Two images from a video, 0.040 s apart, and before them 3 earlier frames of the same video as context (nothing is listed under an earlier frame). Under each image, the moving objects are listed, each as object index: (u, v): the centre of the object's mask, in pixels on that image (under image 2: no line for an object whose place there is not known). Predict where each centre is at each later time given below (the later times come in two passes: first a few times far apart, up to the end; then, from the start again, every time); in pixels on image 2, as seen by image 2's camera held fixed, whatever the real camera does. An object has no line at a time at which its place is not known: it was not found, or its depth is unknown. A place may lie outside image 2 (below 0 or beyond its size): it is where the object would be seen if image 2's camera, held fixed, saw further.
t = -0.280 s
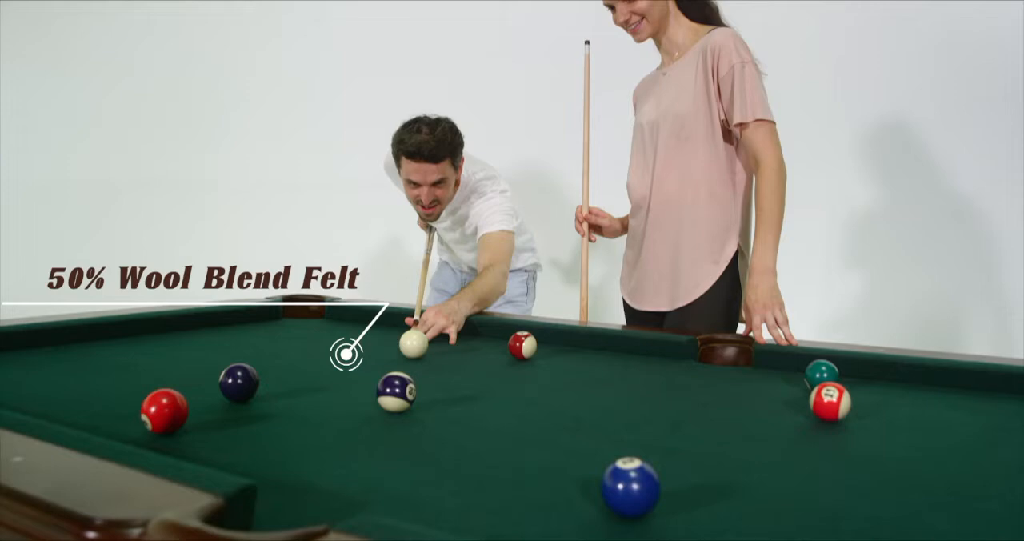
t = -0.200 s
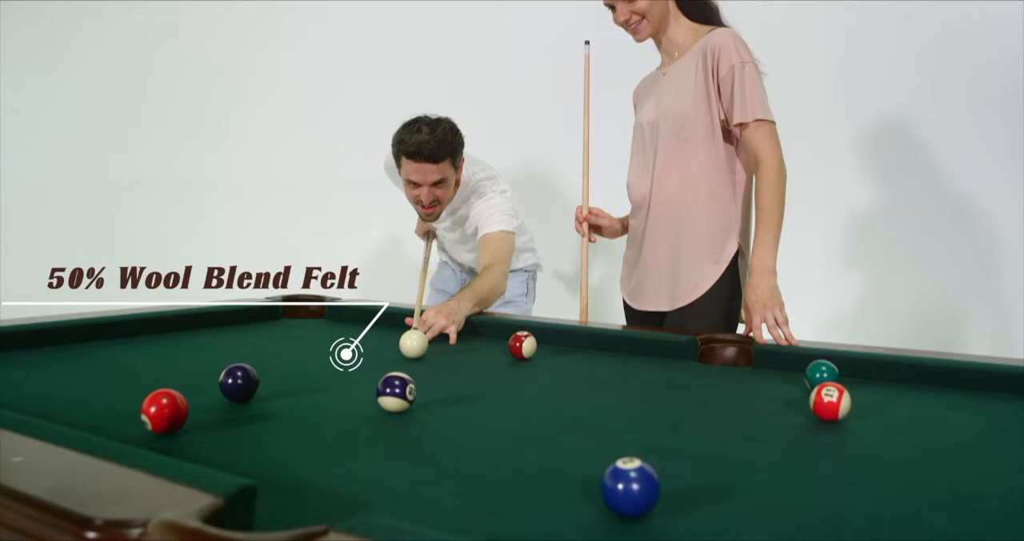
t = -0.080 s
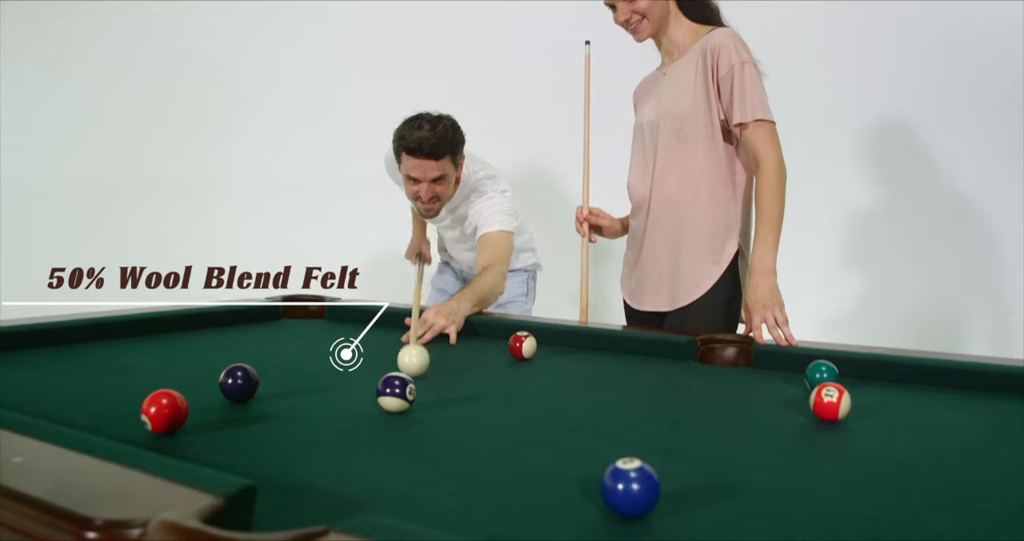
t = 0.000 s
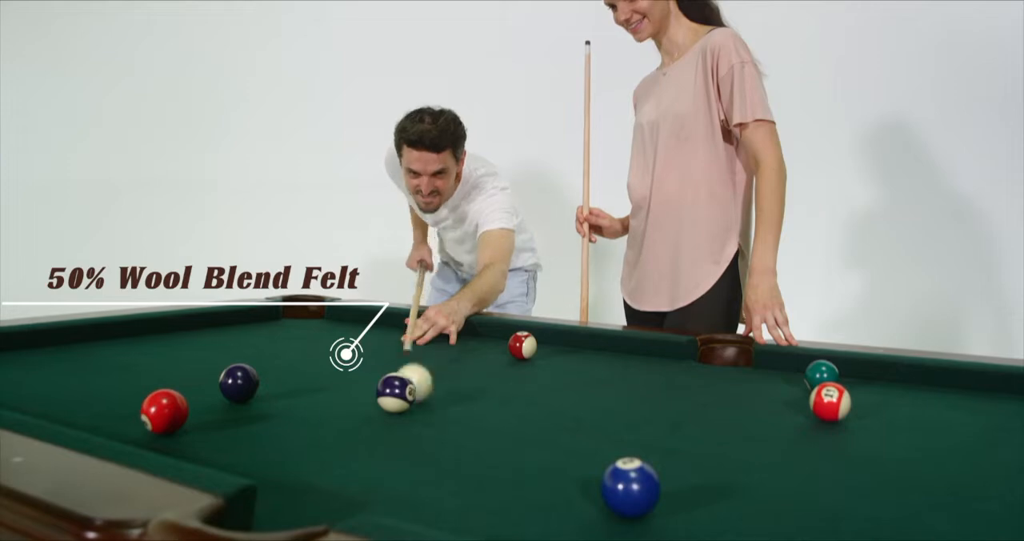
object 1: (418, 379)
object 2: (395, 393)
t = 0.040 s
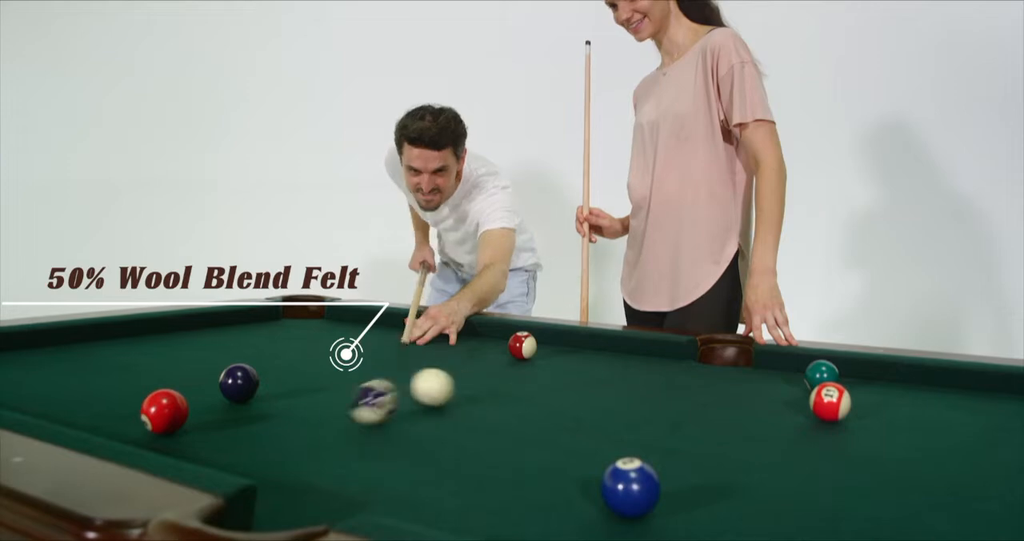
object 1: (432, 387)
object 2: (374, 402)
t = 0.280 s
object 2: (268, 461)
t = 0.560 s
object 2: (457, 430)
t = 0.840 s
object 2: (586, 407)
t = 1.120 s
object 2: (684, 390)
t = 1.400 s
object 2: (760, 376)
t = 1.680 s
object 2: (818, 358)
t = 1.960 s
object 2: (838, 367)
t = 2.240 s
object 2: (849, 374)
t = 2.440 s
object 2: (858, 377)
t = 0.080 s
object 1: (453, 389)
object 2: (346, 414)
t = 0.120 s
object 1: (473, 392)
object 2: (317, 426)
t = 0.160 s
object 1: (491, 394)
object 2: (280, 442)
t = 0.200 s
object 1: (509, 396)
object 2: (245, 455)
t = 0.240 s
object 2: (230, 459)
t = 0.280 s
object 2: (268, 461)
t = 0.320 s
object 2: (305, 456)
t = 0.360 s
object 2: (336, 452)
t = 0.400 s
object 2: (361, 445)
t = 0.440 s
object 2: (389, 441)
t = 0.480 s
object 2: (412, 438)
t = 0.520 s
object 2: (434, 435)
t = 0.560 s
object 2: (457, 430)
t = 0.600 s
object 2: (477, 427)
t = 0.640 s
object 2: (498, 423)
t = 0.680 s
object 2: (516, 420)
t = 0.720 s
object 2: (535, 417)
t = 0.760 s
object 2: (553, 413)
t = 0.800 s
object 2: (571, 411)
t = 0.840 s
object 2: (586, 407)
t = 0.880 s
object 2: (603, 404)
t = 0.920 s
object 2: (617, 403)
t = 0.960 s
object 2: (631, 400)
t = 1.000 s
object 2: (645, 397)
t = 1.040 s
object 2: (658, 395)
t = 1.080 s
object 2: (671, 392)
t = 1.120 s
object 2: (684, 390)
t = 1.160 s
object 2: (696, 389)
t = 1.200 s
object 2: (707, 386)
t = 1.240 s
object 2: (719, 383)
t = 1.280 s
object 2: (730, 382)
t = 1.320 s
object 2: (740, 379)
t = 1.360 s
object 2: (750, 378)
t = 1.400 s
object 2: (760, 376)
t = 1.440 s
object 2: (769, 374)
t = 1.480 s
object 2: (779, 372)
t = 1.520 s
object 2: (787, 370)
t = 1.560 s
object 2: (794, 368)
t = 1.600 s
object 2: (800, 365)
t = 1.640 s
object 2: (808, 361)
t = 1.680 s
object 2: (818, 358)
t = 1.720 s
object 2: (825, 358)
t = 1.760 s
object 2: (827, 359)
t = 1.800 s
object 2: (829, 360)
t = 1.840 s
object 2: (832, 362)
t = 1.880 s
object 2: (834, 363)
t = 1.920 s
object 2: (836, 364)
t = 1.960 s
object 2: (838, 367)
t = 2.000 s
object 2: (841, 368)
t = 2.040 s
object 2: (842, 370)
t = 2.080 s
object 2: (843, 371)
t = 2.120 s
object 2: (844, 371)
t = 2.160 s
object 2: (846, 373)
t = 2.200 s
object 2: (848, 373)
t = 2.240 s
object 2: (849, 374)
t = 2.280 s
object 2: (851, 375)
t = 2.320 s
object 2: (853, 376)
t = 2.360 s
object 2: (855, 376)
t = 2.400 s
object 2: (857, 377)
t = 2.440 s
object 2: (858, 377)
